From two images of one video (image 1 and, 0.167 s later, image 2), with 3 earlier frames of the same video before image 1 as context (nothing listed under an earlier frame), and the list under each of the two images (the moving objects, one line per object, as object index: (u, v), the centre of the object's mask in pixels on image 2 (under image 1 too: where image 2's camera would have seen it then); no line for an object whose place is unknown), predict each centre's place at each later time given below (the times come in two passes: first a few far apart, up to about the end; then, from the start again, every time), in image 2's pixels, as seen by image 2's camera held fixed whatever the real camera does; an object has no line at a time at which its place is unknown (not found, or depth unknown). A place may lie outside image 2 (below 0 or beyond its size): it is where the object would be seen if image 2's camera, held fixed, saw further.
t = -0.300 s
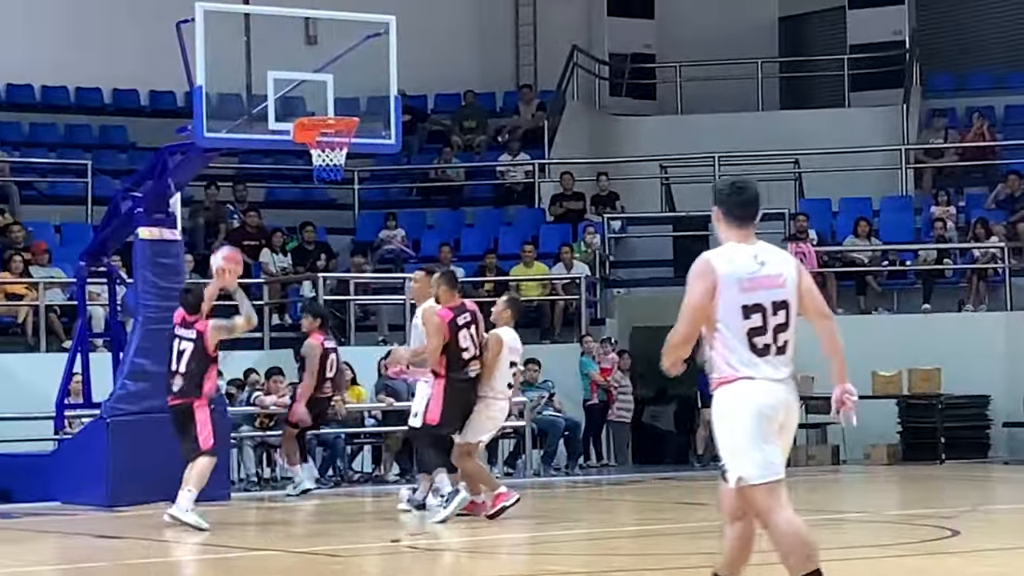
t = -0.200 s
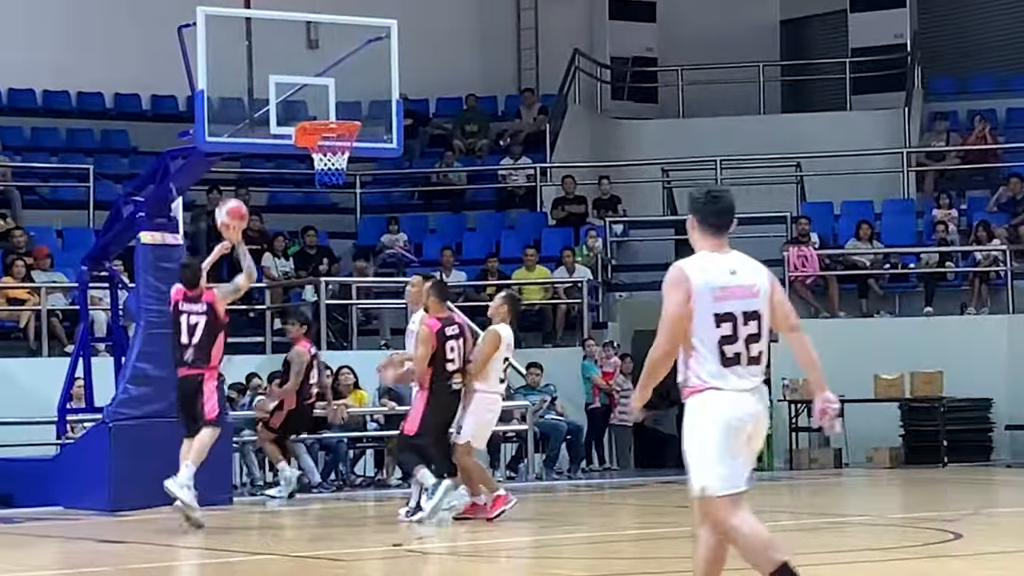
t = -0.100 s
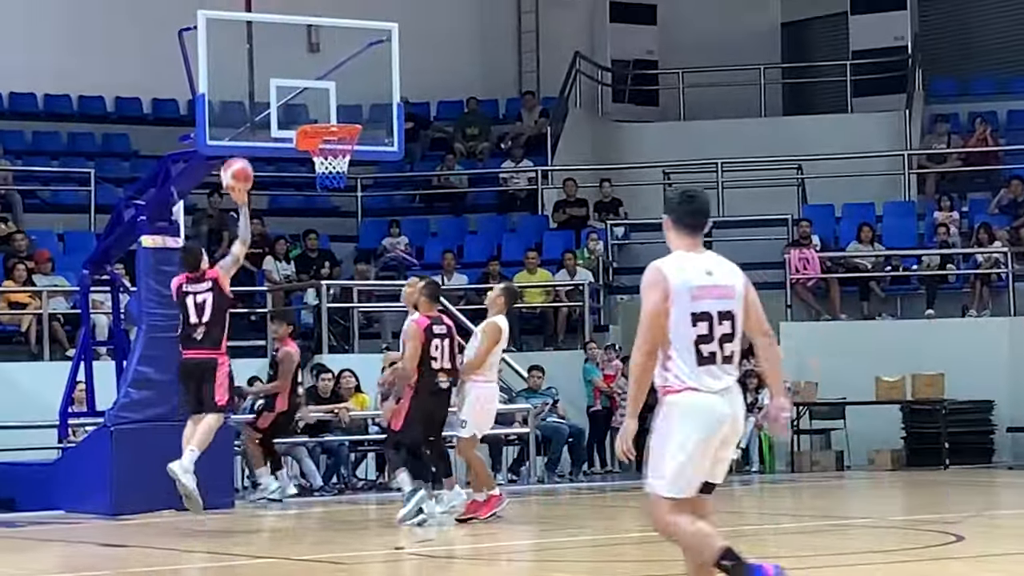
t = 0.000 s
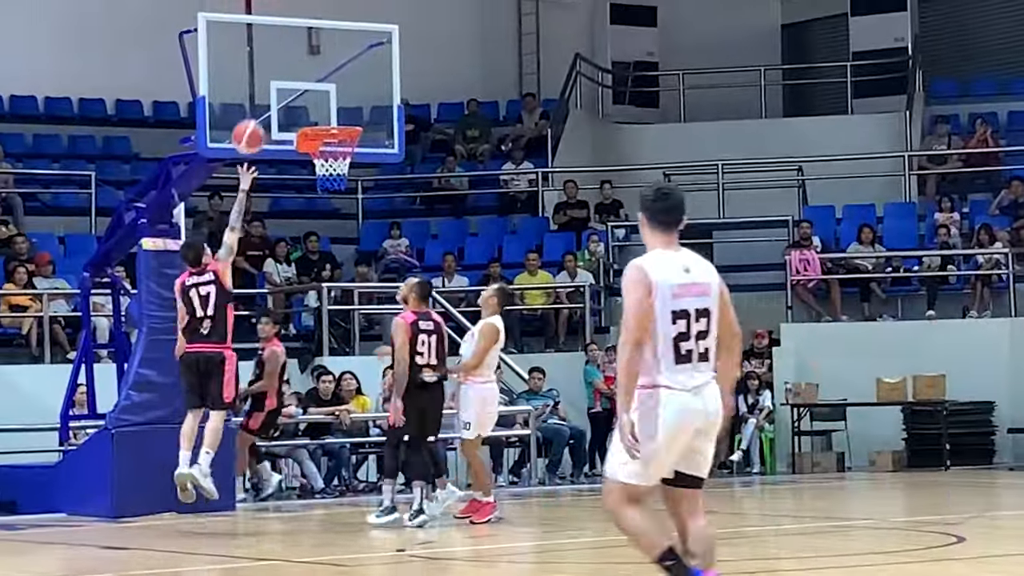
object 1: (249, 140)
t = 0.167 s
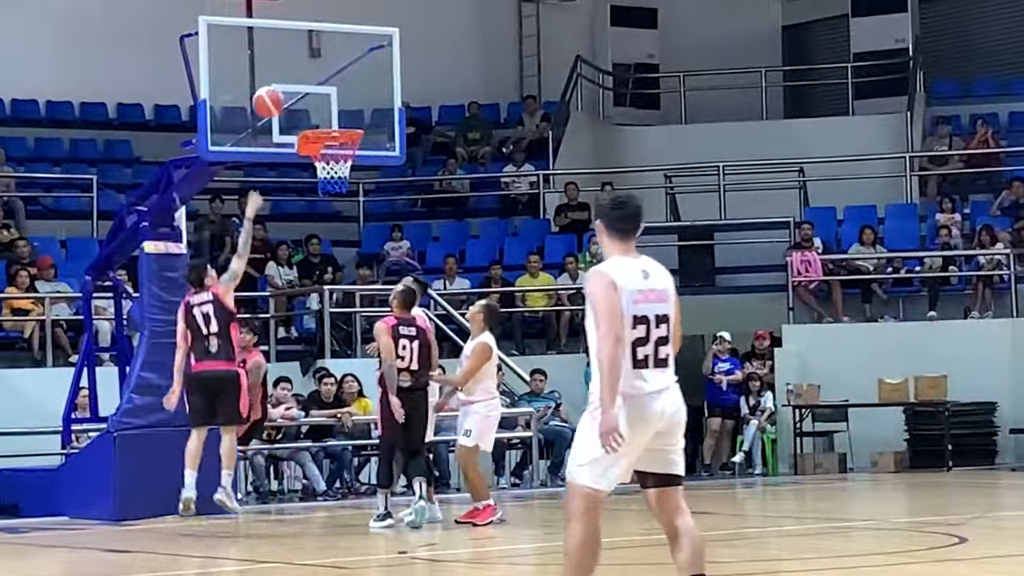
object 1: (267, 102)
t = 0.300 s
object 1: (287, 98)
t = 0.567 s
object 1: (344, 144)
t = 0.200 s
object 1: (272, 99)
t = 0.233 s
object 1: (276, 97)
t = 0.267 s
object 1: (280, 97)
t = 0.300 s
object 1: (287, 98)
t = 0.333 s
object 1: (294, 99)
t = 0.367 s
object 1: (302, 102)
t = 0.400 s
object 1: (310, 106)
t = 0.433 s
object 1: (316, 111)
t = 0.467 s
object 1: (325, 117)
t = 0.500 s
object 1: (333, 121)
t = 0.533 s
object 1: (340, 135)
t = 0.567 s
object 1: (344, 144)
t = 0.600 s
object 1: (342, 150)
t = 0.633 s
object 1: (340, 159)
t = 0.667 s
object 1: (337, 176)
